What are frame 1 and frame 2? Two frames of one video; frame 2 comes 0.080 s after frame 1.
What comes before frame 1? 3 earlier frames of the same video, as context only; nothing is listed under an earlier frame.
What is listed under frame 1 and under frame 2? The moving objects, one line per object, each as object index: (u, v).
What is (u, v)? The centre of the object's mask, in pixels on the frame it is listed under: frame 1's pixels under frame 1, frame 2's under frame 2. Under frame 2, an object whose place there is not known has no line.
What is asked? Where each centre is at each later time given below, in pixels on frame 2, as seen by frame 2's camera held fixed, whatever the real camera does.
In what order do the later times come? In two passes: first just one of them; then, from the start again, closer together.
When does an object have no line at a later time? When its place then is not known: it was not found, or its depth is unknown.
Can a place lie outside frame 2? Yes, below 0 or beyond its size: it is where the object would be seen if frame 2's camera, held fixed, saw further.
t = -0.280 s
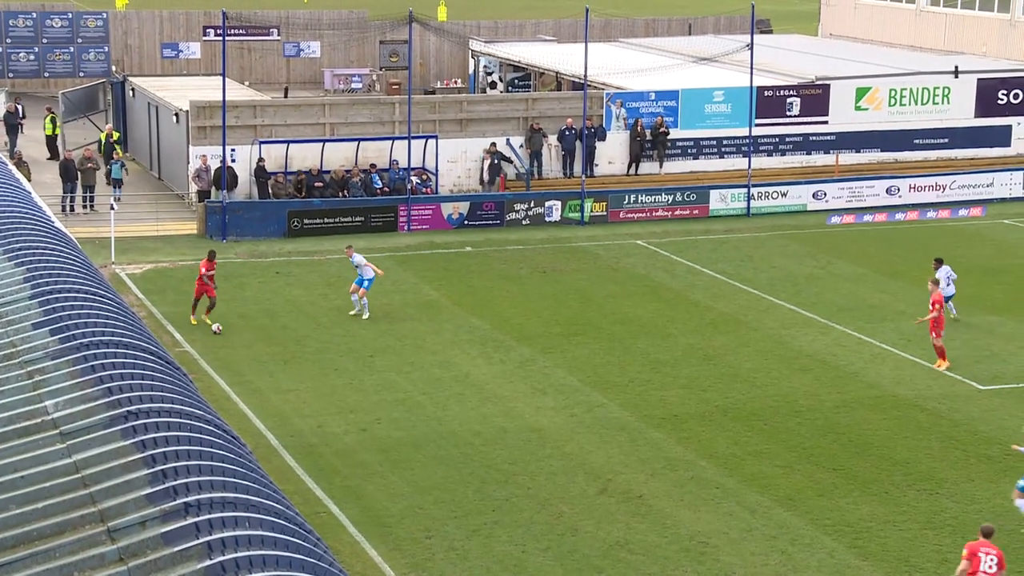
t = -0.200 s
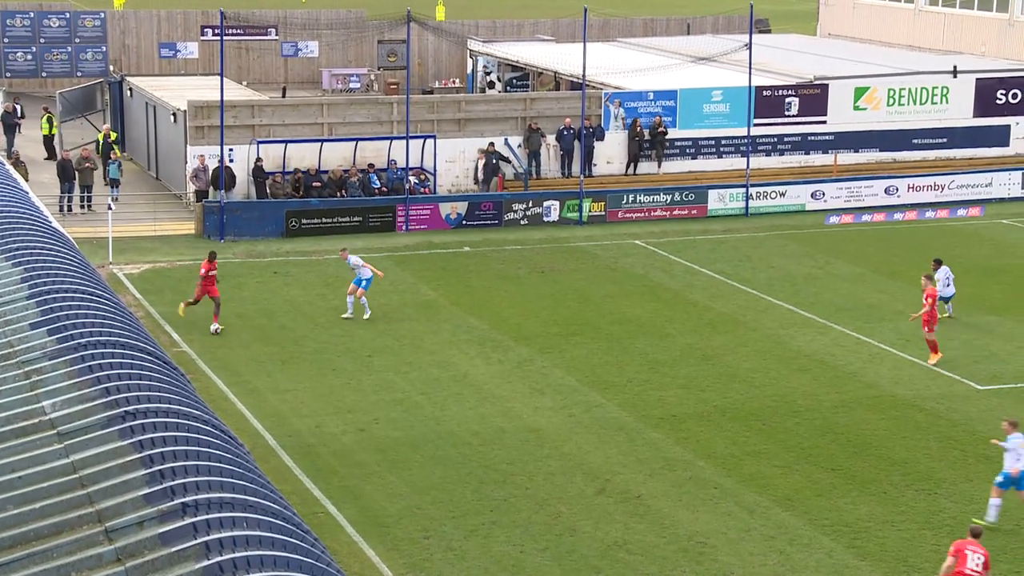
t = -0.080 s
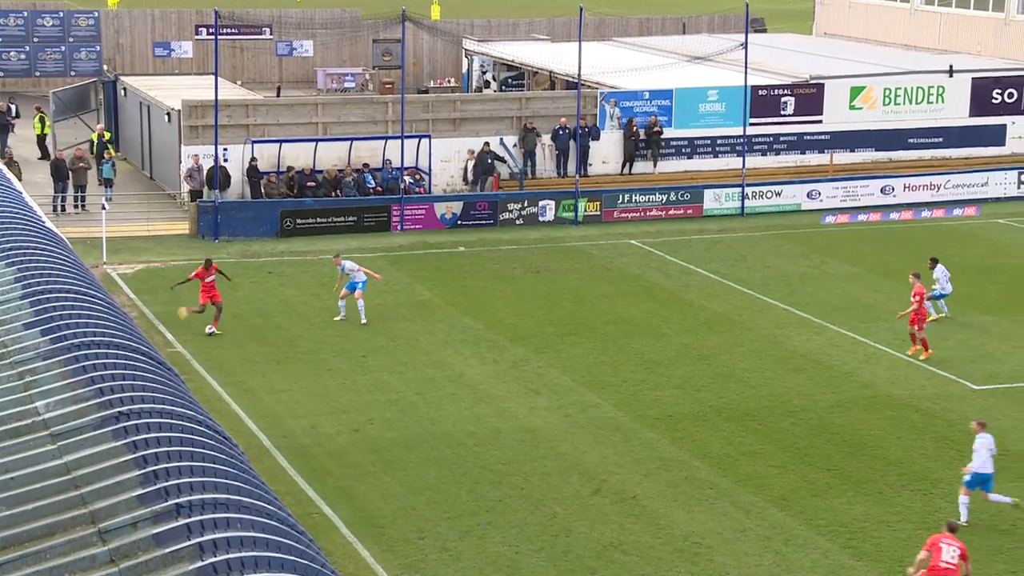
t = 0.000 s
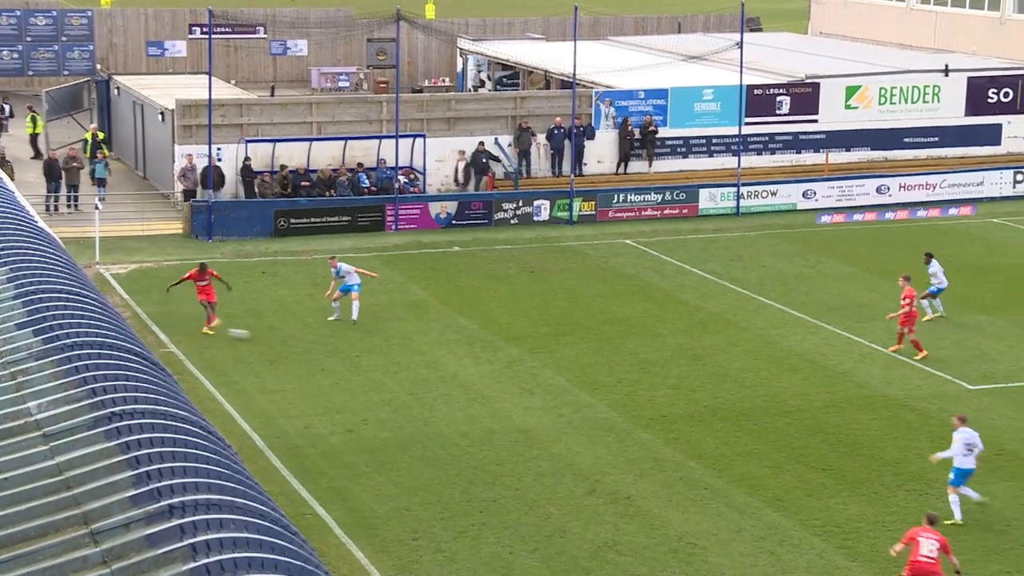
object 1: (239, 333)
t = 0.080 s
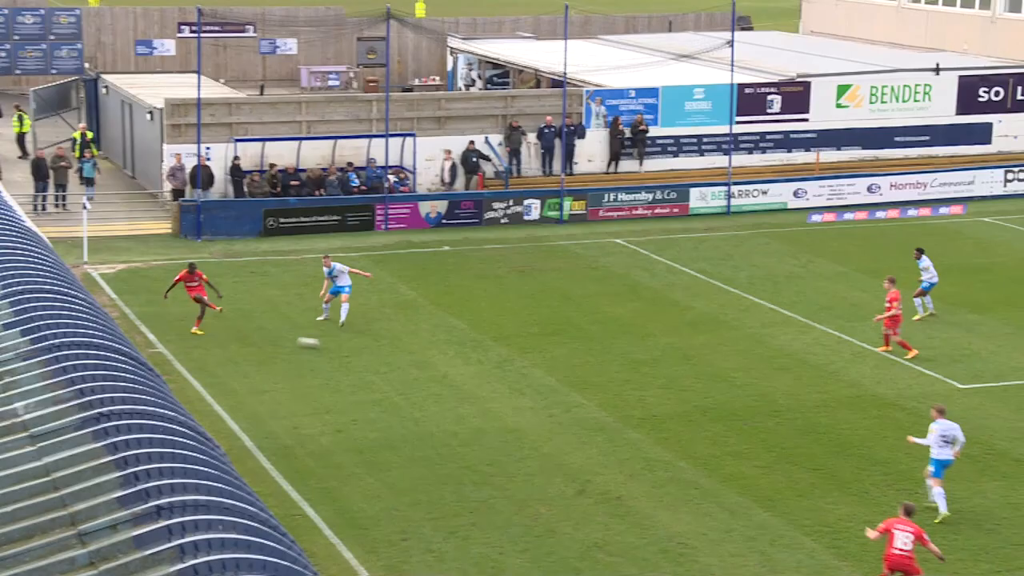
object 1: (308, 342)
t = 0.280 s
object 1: (500, 362)
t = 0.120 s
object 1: (348, 346)
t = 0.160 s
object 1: (387, 351)
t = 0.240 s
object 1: (463, 359)
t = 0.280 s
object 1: (500, 362)
